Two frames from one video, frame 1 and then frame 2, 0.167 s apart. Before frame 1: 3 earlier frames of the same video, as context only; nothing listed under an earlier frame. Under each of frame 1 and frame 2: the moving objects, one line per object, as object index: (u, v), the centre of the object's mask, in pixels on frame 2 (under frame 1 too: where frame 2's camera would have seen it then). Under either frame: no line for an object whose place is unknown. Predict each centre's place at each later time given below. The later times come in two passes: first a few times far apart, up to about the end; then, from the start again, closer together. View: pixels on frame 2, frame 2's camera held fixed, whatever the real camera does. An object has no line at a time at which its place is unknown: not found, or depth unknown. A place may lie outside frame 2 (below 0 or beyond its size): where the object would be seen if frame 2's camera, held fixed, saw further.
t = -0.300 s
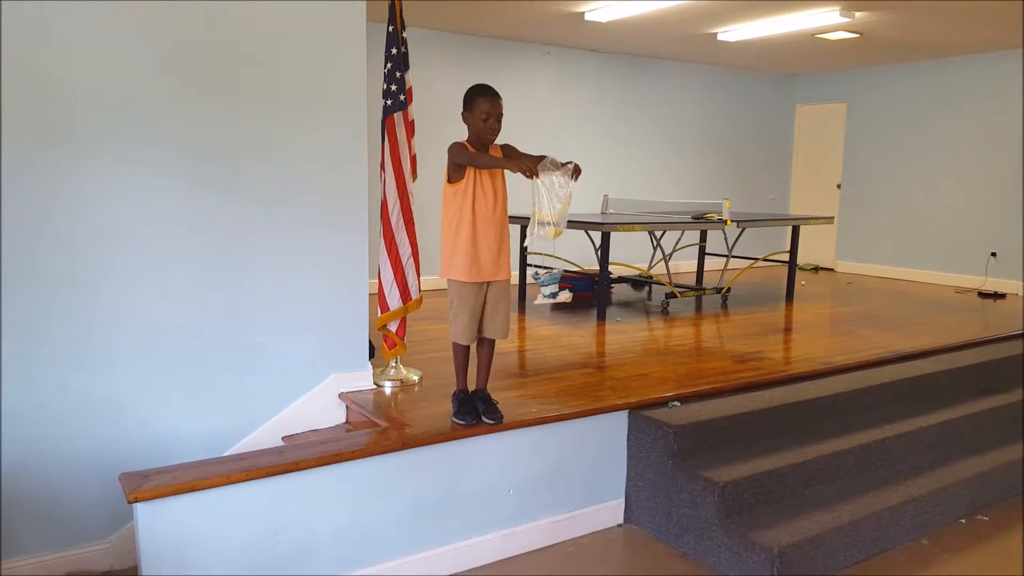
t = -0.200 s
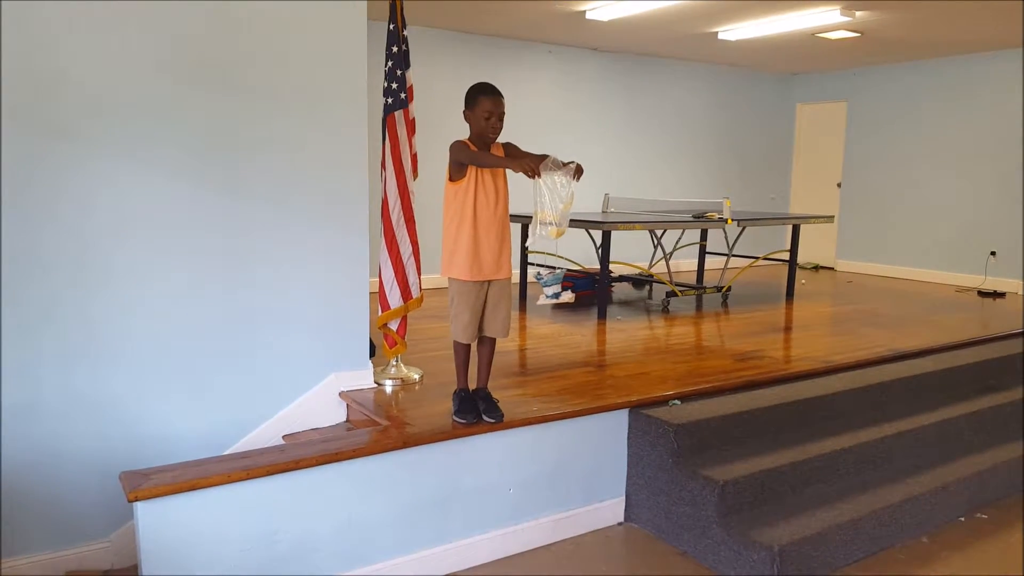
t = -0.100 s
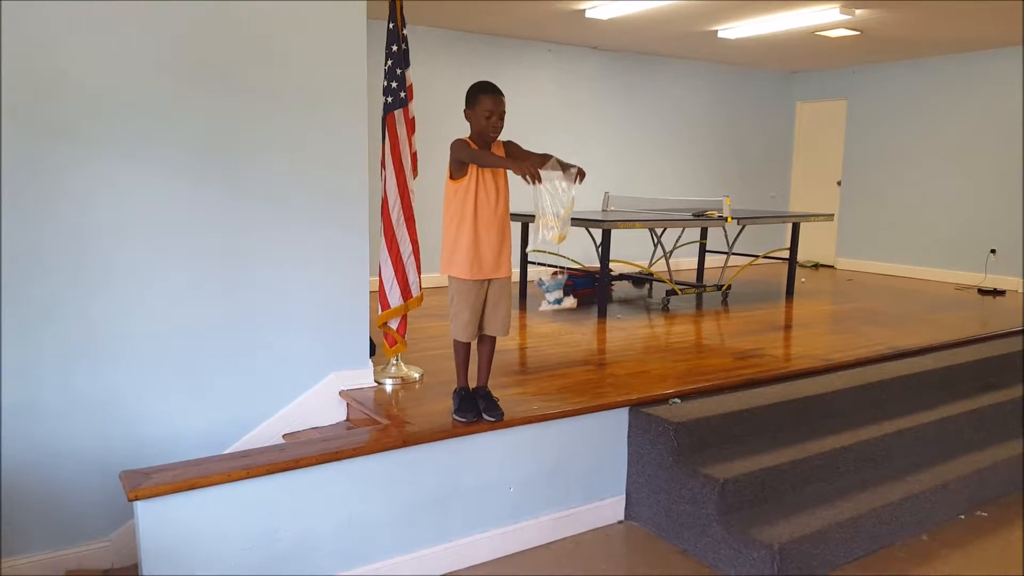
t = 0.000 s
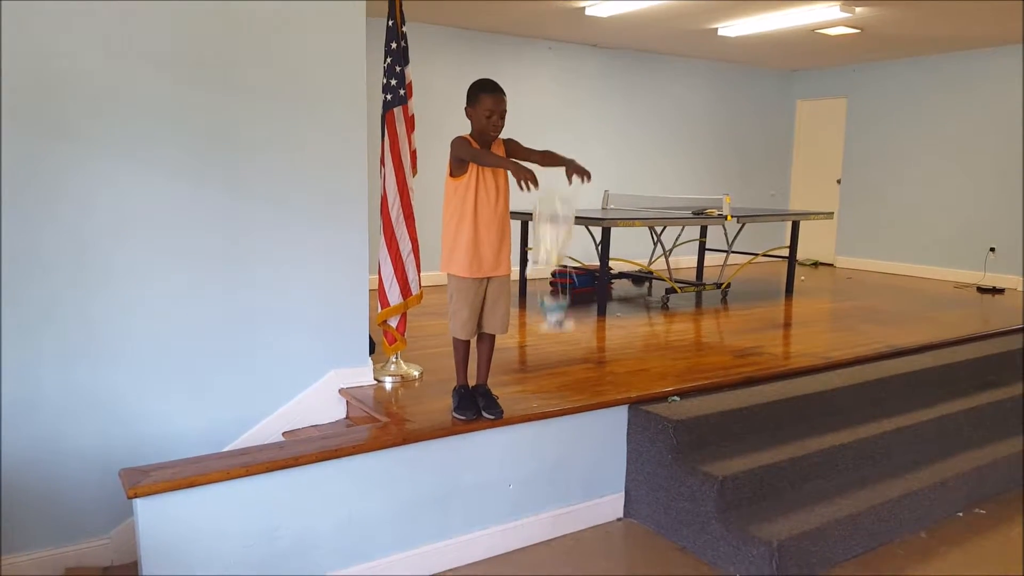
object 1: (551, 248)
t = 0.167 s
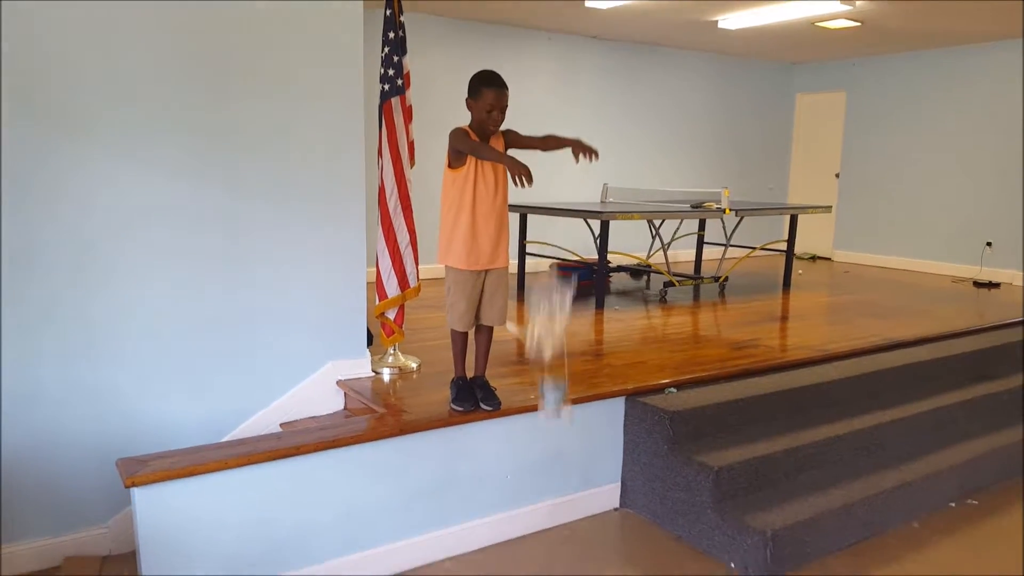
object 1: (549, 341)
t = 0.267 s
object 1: (547, 420)
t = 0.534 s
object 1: (538, 576)
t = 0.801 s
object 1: (537, 584)
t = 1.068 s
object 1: (539, 586)
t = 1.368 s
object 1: (539, 586)
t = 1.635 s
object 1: (539, 586)
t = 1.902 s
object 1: (539, 586)
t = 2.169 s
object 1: (539, 586)
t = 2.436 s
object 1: (539, 587)
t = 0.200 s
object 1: (548, 367)
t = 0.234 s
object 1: (547, 396)
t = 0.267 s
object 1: (547, 420)
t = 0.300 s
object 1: (545, 454)
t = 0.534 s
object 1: (538, 576)
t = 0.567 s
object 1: (536, 577)
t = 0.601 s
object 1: (535, 579)
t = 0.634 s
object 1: (536, 580)
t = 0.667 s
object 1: (536, 581)
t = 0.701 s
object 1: (536, 581)
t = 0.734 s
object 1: (537, 582)
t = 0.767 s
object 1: (537, 583)
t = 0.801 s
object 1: (537, 584)
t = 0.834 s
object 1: (538, 585)
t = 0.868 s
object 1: (538, 586)
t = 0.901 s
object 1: (539, 586)
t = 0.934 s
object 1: (539, 586)
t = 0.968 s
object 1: (539, 586)
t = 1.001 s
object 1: (539, 586)
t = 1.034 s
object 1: (539, 586)
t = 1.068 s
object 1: (539, 586)
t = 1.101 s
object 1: (539, 586)
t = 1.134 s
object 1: (539, 586)
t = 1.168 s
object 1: (539, 586)
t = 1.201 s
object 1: (539, 586)
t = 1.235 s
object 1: (539, 586)
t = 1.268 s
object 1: (539, 586)
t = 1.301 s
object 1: (539, 586)
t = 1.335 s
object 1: (539, 586)
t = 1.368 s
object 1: (539, 586)
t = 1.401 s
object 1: (539, 586)
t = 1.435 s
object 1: (539, 586)
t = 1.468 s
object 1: (539, 586)
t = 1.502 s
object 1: (539, 586)
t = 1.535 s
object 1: (539, 586)
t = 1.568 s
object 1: (539, 586)
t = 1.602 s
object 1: (539, 586)
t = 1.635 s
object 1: (539, 586)
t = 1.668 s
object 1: (539, 586)
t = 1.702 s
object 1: (539, 586)
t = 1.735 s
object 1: (539, 587)
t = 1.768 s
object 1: (539, 586)
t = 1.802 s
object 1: (539, 586)
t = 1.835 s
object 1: (539, 587)
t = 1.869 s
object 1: (539, 587)
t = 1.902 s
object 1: (539, 586)
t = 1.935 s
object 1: (539, 586)
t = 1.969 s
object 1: (539, 586)
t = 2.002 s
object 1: (539, 586)
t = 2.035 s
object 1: (539, 586)
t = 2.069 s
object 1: (539, 587)
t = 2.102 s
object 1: (539, 586)
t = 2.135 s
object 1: (539, 586)
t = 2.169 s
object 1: (539, 586)
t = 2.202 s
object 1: (539, 586)
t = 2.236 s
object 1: (539, 586)
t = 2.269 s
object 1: (539, 587)
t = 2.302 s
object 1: (539, 587)
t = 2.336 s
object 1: (539, 587)
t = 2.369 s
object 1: (539, 587)
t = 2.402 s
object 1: (539, 587)
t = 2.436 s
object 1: (539, 587)
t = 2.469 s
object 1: (539, 586)
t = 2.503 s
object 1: (540, 586)
